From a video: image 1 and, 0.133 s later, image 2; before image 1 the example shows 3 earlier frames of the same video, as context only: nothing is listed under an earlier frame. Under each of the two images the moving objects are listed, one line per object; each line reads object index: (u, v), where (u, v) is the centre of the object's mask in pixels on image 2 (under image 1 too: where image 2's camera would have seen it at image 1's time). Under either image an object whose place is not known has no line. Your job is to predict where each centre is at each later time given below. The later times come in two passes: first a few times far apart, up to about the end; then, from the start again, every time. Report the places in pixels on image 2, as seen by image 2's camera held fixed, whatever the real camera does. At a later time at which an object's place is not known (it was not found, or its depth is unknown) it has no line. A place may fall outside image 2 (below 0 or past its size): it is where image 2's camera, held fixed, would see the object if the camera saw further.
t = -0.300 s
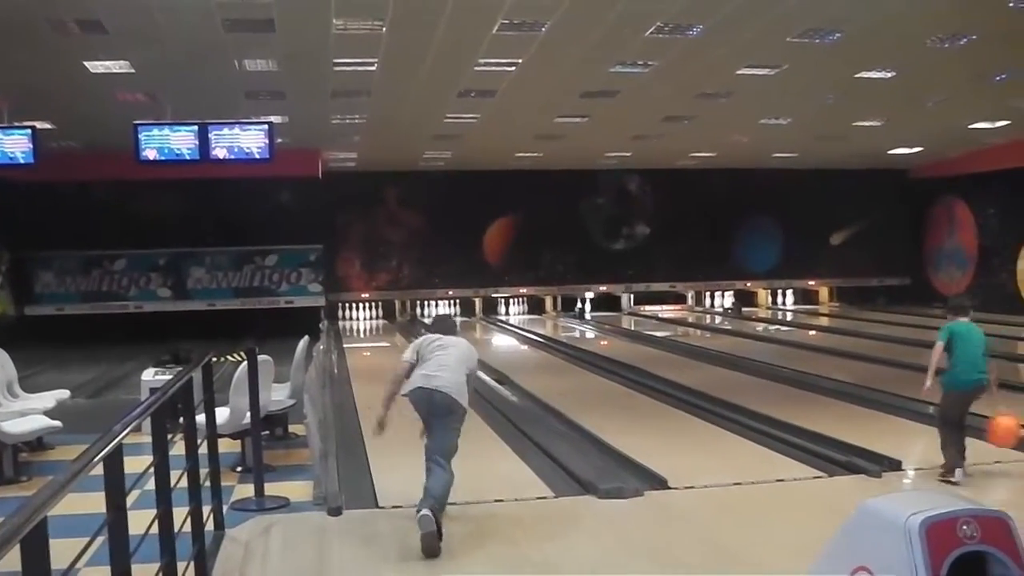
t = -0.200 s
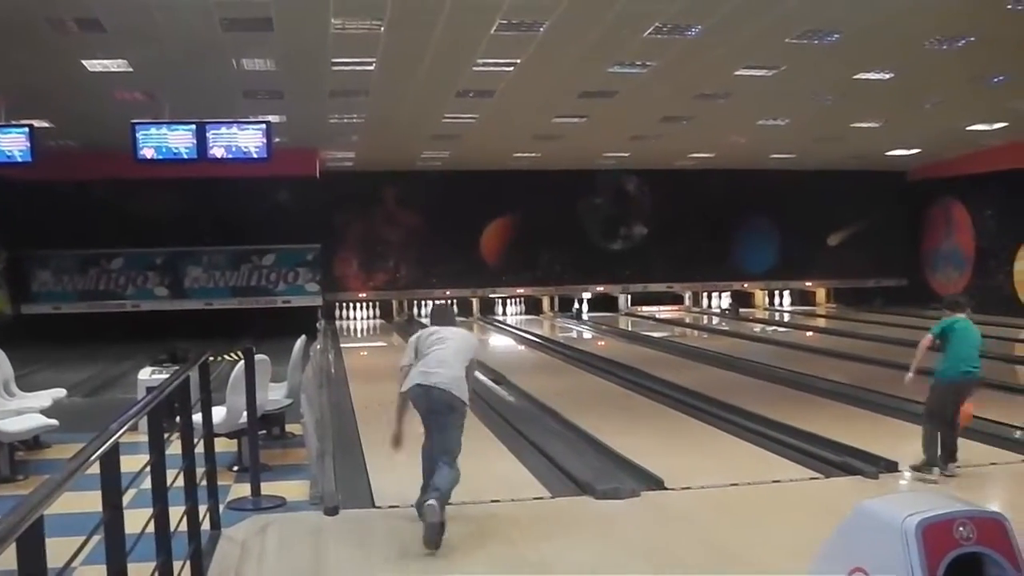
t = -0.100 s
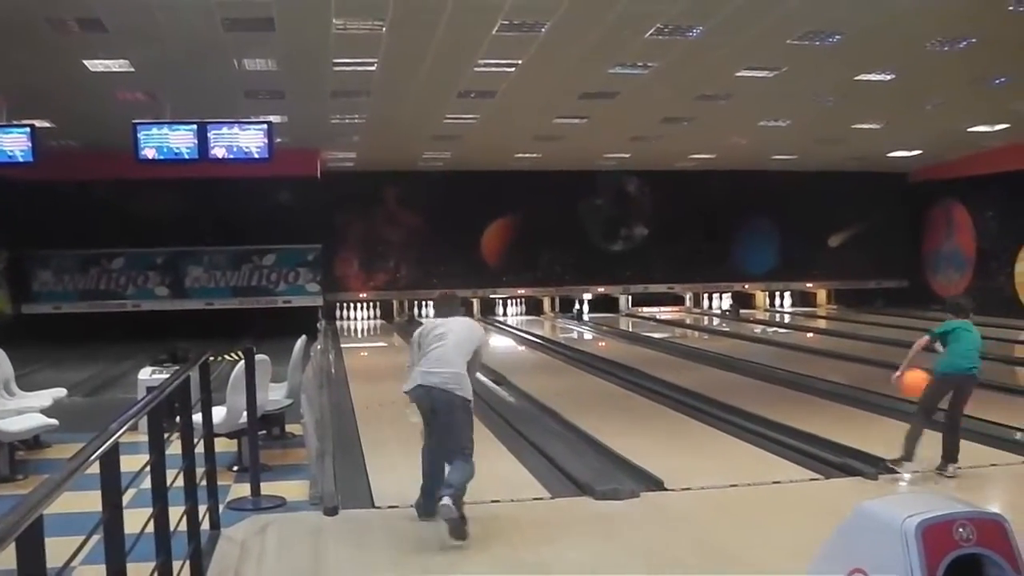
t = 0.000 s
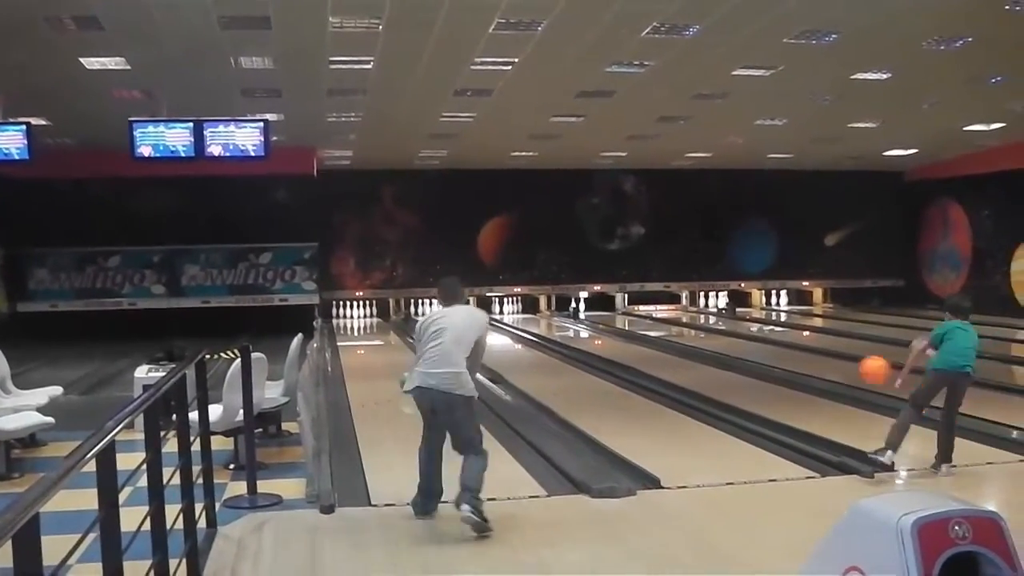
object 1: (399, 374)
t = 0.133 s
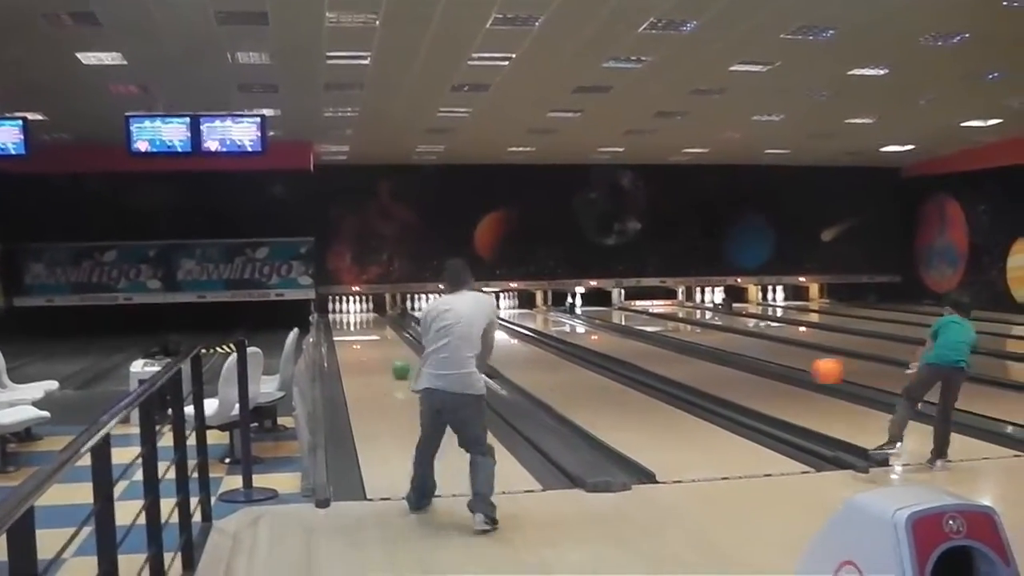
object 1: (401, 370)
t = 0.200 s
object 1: (398, 365)
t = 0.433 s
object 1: (392, 357)
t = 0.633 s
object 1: (388, 350)
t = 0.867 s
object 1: (383, 343)
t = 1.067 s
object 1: (378, 336)
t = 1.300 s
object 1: (375, 333)
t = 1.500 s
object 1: (373, 330)
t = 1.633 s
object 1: (369, 328)
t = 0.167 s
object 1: (400, 369)
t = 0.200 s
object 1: (398, 365)
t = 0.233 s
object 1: (397, 364)
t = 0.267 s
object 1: (397, 363)
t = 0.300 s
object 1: (396, 362)
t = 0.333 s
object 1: (394, 361)
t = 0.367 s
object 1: (393, 360)
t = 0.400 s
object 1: (392, 358)
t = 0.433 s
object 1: (392, 357)
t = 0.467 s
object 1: (391, 356)
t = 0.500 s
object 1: (391, 355)
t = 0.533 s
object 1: (390, 353)
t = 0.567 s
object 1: (389, 352)
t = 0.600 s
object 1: (389, 351)
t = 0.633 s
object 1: (388, 350)
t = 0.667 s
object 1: (388, 349)
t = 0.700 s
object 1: (387, 348)
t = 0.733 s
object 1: (386, 347)
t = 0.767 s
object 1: (386, 346)
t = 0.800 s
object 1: (385, 346)
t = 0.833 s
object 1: (384, 344)
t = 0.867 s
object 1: (383, 343)
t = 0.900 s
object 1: (383, 342)
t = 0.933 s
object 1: (382, 341)
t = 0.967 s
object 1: (380, 340)
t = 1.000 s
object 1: (380, 340)
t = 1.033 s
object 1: (379, 338)
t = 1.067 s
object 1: (378, 336)
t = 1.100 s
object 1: (378, 335)
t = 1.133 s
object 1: (378, 335)
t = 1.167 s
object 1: (376, 334)
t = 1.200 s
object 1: (377, 335)
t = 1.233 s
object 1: (377, 334)
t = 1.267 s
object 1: (376, 334)
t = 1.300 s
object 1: (375, 333)
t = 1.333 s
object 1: (375, 332)
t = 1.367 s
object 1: (374, 332)
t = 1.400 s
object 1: (374, 332)
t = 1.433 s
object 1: (374, 331)
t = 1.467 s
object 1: (374, 330)
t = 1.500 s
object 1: (373, 330)
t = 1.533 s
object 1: (373, 329)
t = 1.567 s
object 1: (372, 328)
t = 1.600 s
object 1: (371, 328)
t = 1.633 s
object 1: (369, 328)
